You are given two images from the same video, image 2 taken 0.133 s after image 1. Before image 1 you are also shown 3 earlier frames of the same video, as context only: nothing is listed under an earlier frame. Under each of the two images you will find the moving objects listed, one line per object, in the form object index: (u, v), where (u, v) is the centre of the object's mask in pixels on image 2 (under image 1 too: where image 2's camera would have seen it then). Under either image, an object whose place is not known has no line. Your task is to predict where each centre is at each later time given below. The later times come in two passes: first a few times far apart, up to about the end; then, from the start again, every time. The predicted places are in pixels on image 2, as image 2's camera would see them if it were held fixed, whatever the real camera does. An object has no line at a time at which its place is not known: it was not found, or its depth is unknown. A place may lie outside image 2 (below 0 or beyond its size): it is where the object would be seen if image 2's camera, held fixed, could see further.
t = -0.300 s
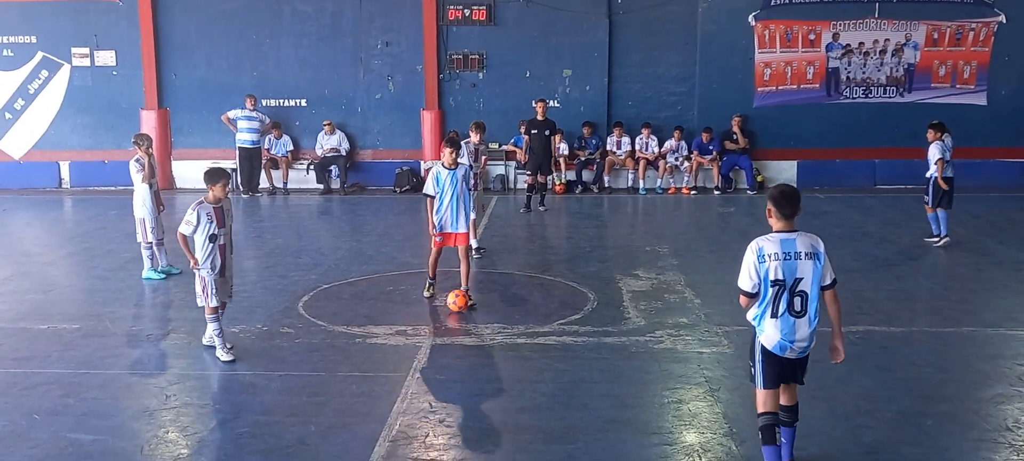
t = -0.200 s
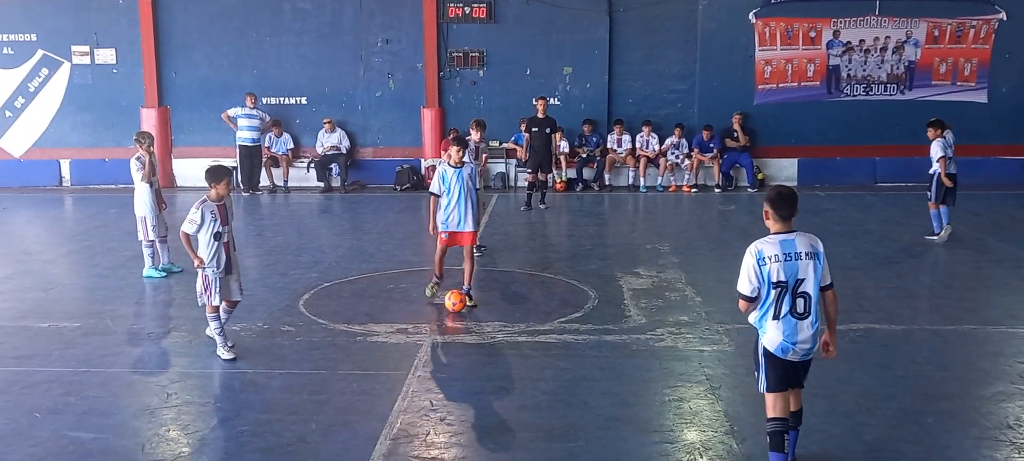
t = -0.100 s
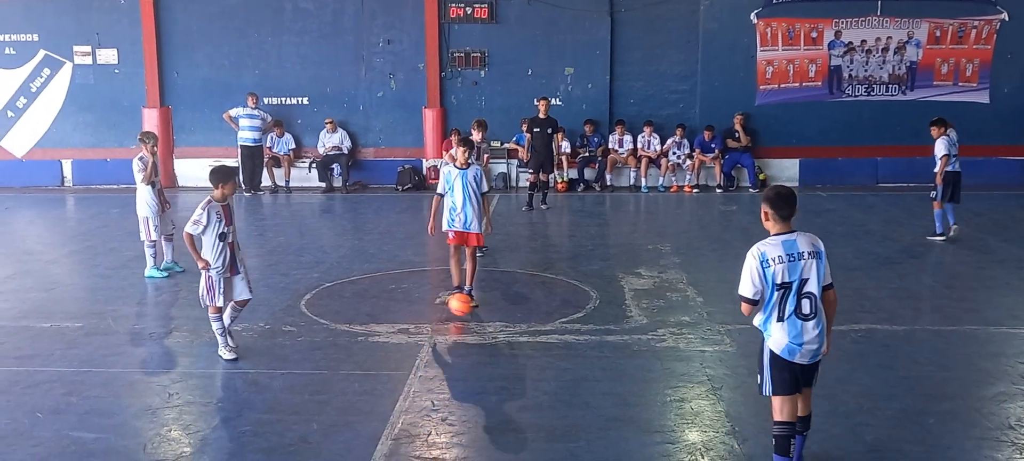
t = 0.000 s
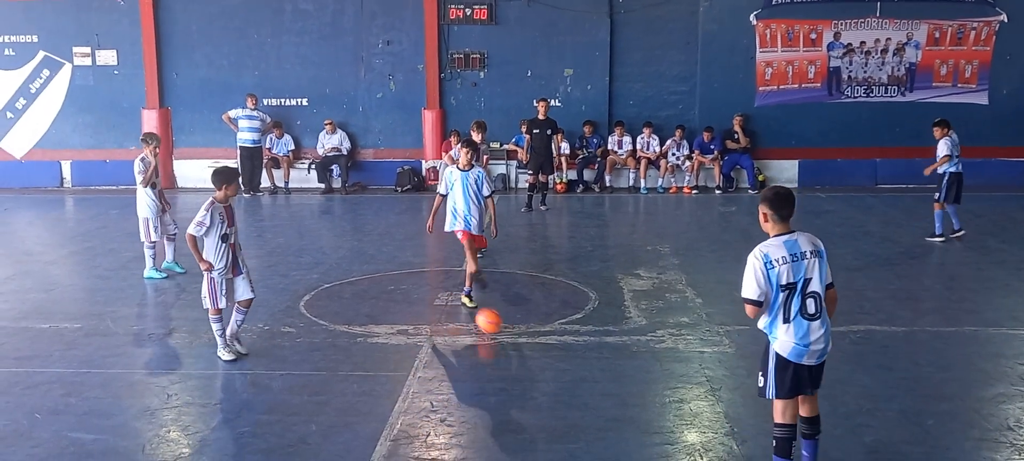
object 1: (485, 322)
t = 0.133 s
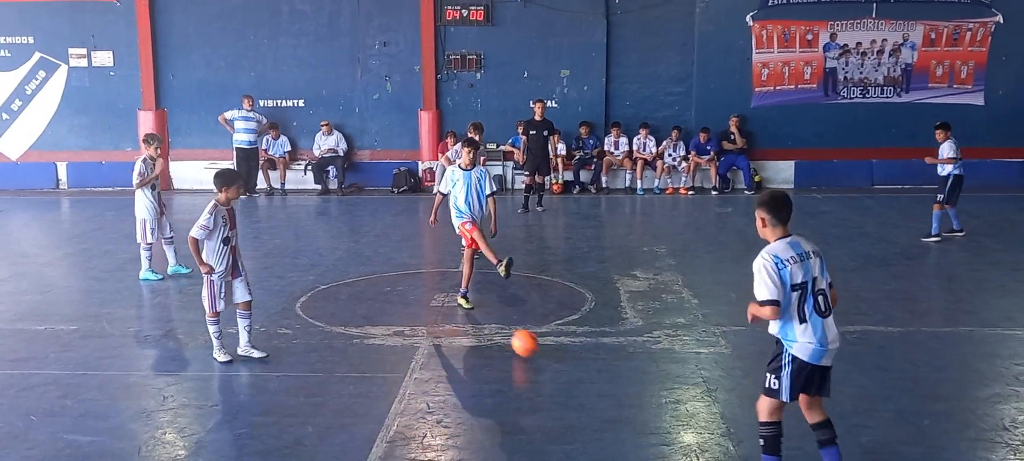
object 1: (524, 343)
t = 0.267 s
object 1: (564, 366)
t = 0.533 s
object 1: (641, 409)
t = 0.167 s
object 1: (535, 350)
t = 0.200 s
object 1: (544, 355)
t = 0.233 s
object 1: (554, 359)
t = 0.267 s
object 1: (564, 366)
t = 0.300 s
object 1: (573, 371)
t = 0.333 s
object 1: (583, 376)
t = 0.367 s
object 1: (592, 381)
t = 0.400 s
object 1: (601, 387)
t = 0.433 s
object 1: (611, 391)
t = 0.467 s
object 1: (620, 397)
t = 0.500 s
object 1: (631, 402)
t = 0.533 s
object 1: (641, 409)
